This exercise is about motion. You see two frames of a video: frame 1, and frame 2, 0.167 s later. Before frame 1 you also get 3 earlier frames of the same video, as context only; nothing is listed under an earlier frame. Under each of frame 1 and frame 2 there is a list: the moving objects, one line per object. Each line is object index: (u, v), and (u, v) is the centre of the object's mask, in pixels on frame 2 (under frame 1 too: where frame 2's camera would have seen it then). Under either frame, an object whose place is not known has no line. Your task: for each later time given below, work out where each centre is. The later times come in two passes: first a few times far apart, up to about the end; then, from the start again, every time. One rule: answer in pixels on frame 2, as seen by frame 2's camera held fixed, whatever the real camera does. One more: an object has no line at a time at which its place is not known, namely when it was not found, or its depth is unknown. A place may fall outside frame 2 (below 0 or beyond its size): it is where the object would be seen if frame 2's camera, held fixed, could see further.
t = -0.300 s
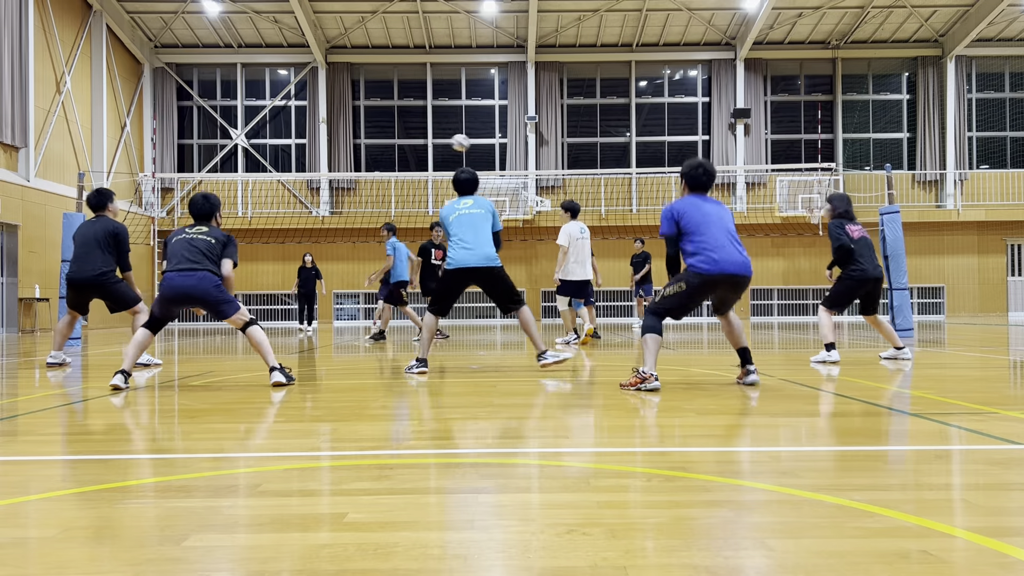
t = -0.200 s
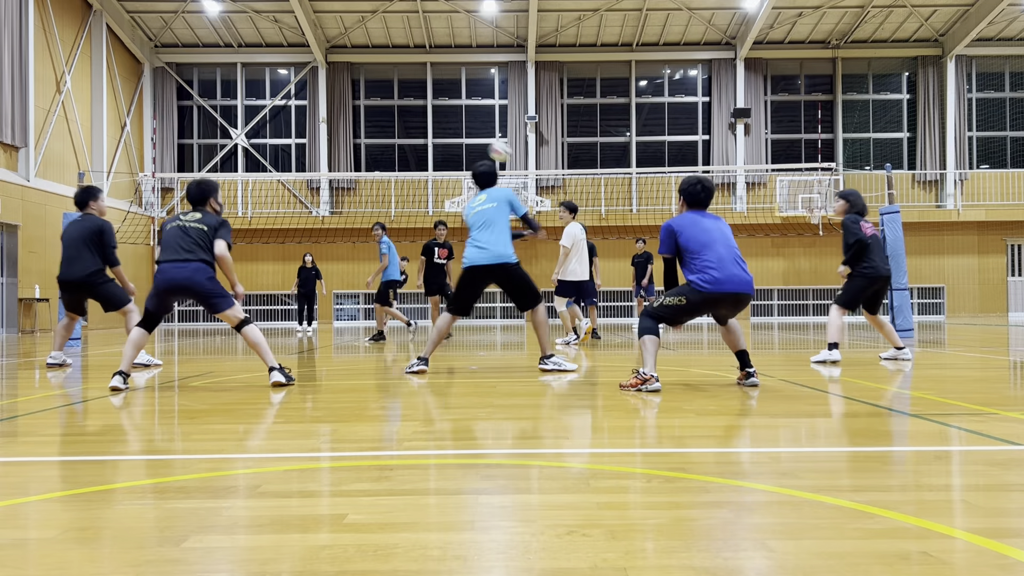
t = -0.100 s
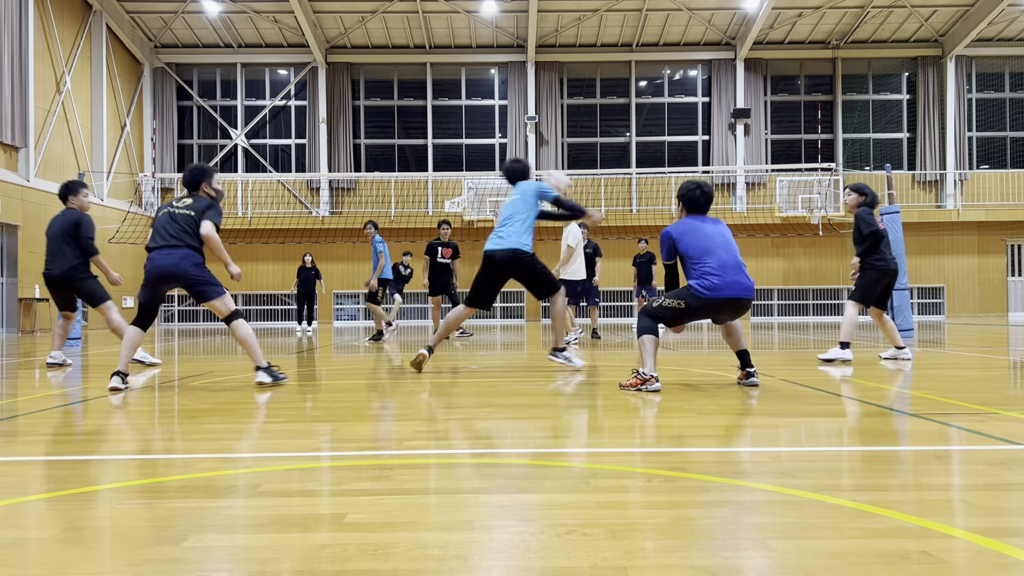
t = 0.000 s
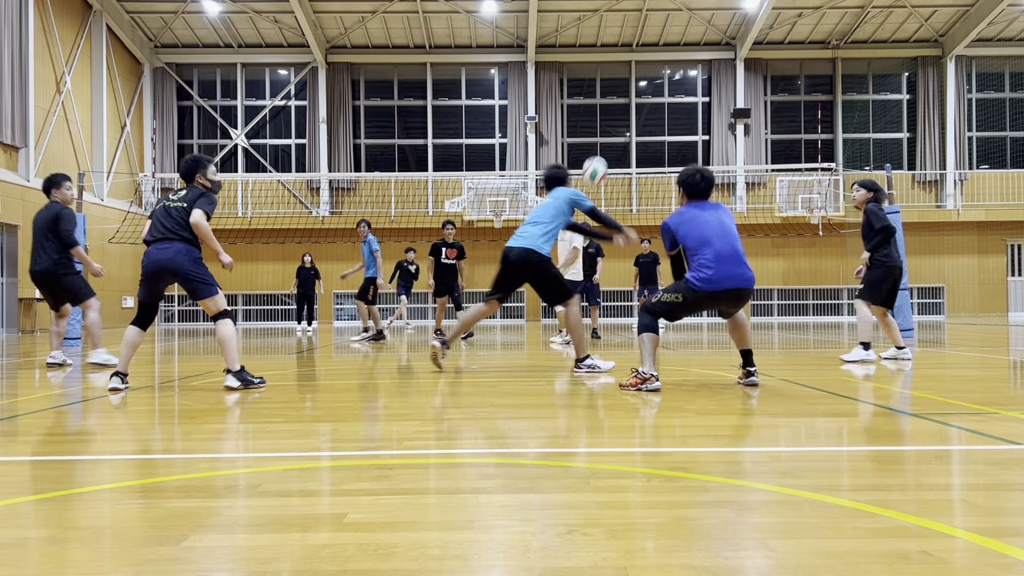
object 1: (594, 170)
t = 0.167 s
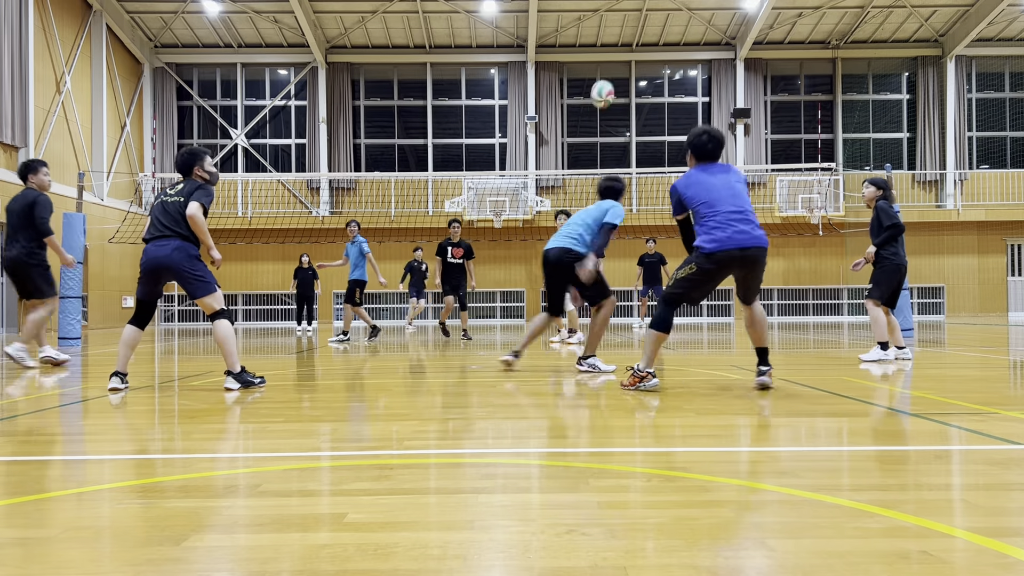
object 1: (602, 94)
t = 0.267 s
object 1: (606, 67)
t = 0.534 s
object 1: (612, 49)
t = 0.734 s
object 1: (615, 76)
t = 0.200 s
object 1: (603, 83)
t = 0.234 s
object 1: (605, 75)
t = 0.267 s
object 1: (606, 67)
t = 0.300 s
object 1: (607, 61)
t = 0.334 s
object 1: (608, 56)
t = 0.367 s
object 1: (608, 52)
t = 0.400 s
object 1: (609, 49)
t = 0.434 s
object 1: (610, 48)
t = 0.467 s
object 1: (611, 47)
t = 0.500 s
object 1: (611, 48)
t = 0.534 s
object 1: (612, 49)
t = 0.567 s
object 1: (613, 51)
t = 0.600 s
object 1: (613, 55)
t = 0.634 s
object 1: (614, 59)
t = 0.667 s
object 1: (614, 64)
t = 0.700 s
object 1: (615, 70)
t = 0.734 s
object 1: (615, 76)
